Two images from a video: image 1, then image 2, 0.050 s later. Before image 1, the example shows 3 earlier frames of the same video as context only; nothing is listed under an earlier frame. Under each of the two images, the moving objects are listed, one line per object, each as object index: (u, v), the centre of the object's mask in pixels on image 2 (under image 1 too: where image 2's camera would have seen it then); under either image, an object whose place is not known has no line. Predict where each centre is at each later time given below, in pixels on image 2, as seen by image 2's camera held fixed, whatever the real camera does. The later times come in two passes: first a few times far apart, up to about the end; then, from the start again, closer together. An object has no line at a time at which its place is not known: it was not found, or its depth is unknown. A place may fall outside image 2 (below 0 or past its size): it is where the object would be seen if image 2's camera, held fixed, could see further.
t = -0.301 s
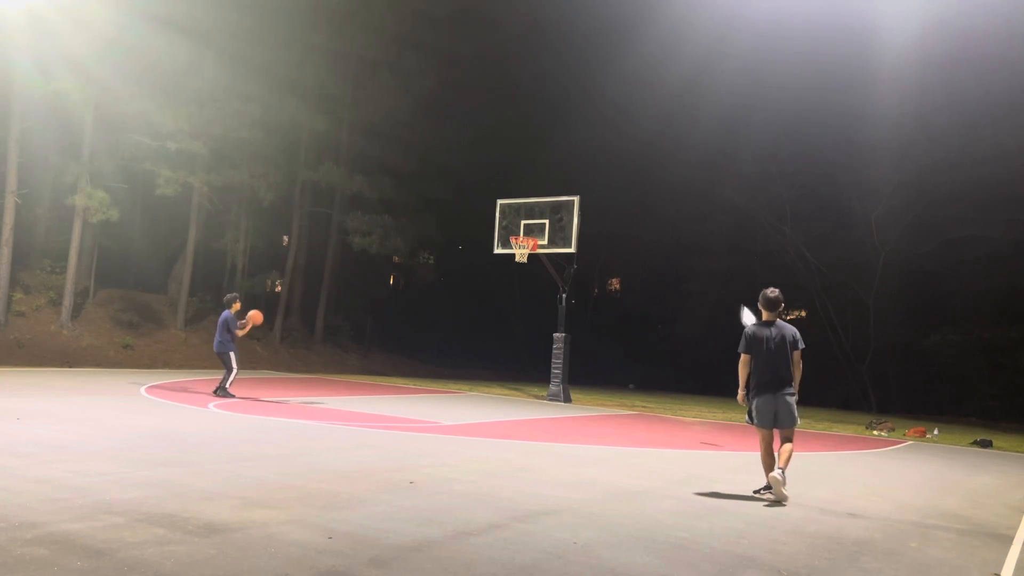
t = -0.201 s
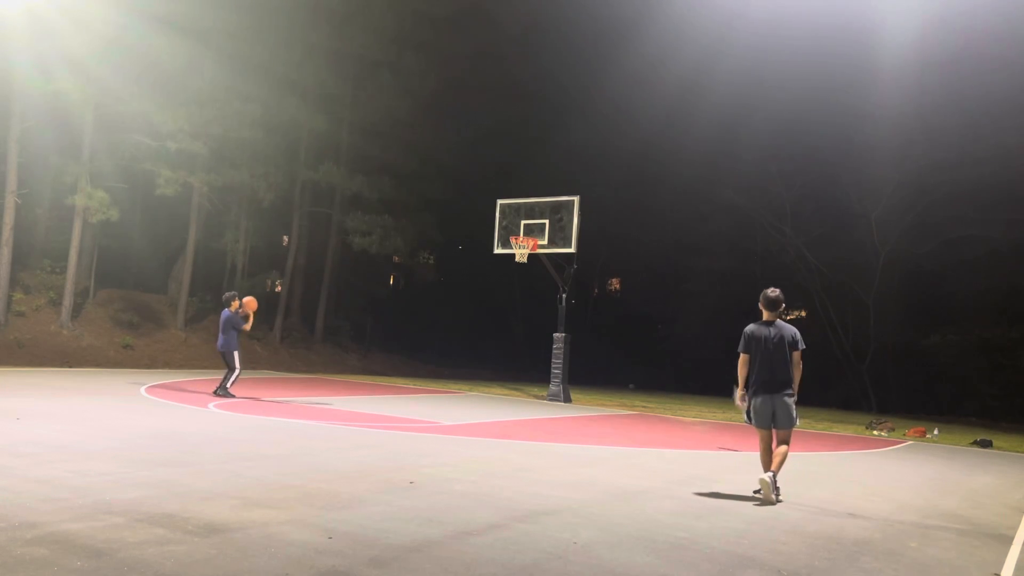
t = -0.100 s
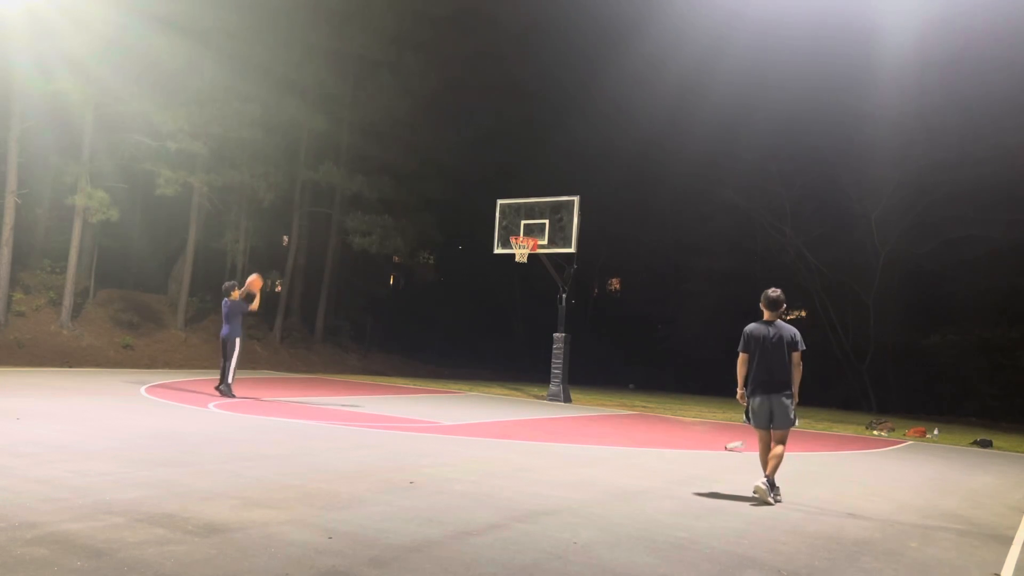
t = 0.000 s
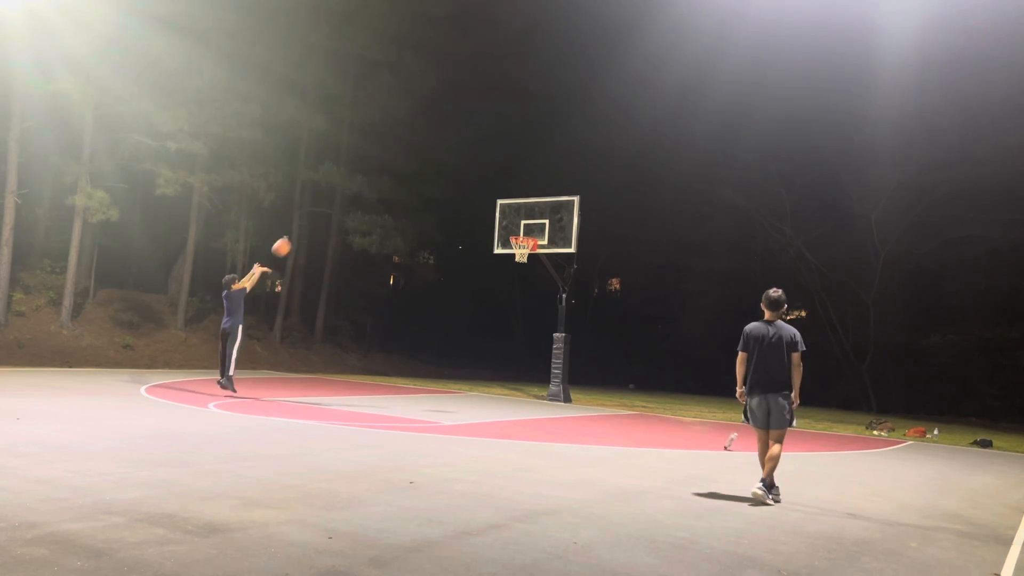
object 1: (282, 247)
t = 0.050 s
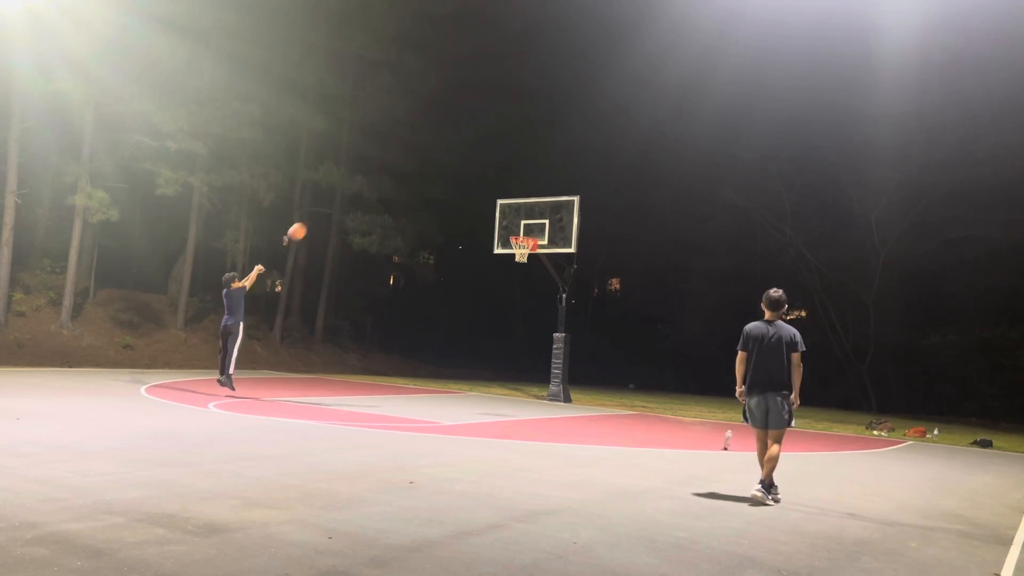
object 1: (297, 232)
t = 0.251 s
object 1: (354, 187)
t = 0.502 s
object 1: (421, 168)
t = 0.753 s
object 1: (474, 186)
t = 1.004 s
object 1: (521, 233)
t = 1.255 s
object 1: (515, 253)
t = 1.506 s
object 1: (508, 261)
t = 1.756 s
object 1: (500, 302)
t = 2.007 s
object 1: (490, 376)
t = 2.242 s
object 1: (490, 360)
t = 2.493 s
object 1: (492, 333)
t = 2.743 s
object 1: (491, 341)
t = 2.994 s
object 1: (488, 385)
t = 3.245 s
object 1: (487, 373)
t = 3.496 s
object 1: (487, 368)
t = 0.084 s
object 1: (307, 222)
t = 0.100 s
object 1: (312, 218)
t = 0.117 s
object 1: (317, 214)
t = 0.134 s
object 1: (322, 210)
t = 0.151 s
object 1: (327, 206)
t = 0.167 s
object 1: (331, 202)
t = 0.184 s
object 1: (336, 199)
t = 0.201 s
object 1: (341, 196)
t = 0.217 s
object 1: (345, 193)
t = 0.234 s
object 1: (350, 190)
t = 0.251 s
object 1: (354, 187)
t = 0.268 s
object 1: (359, 185)
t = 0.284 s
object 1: (363, 183)
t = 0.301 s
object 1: (367, 181)
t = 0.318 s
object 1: (372, 179)
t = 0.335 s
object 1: (376, 177)
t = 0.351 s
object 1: (381, 175)
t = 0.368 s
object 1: (384, 174)
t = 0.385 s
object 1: (389, 173)
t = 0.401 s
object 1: (393, 171)
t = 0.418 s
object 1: (397, 171)
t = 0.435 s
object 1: (401, 170)
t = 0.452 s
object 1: (409, 169)
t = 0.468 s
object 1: (413, 168)
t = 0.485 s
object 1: (417, 168)
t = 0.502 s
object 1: (421, 168)
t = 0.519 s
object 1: (424, 168)
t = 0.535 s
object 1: (428, 169)
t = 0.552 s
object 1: (432, 169)
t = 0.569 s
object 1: (436, 170)
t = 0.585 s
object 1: (439, 170)
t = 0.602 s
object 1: (443, 171)
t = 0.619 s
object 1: (447, 172)
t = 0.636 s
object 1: (450, 174)
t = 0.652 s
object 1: (454, 175)
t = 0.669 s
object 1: (457, 176)
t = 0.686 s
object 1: (461, 178)
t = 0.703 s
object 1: (464, 180)
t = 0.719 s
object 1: (467, 182)
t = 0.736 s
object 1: (471, 184)
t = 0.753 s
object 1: (474, 186)
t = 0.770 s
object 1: (477, 188)
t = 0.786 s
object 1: (481, 191)
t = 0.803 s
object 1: (484, 193)
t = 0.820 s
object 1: (487, 196)
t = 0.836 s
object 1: (490, 199)
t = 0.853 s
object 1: (493, 202)
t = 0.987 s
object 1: (518, 229)
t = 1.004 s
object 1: (521, 233)
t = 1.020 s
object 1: (523, 234)
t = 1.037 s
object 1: (526, 235)
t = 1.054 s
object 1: (527, 237)
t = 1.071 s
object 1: (526, 239)
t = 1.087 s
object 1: (523, 240)
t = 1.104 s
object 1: (524, 241)
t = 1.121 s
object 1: (523, 241)
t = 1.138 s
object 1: (526, 243)
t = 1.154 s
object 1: (522, 243)
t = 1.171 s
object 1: (523, 242)
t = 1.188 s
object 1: (522, 242)
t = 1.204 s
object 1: (517, 254)
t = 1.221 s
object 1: (517, 254)
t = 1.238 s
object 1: (515, 255)
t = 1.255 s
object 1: (515, 253)
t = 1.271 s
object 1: (514, 253)
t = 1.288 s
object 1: (513, 252)
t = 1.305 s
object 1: (512, 254)
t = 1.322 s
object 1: (512, 254)
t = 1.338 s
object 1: (511, 254)
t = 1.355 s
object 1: (511, 253)
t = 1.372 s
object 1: (510, 255)
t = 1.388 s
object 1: (510, 255)
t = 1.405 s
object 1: (509, 256)
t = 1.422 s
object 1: (509, 256)
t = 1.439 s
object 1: (509, 257)
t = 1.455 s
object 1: (509, 257)
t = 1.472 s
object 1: (509, 258)
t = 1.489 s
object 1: (508, 259)
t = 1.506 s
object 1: (508, 261)
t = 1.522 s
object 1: (507, 262)
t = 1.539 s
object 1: (507, 264)
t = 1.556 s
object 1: (506, 266)
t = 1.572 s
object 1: (506, 268)
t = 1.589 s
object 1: (505, 271)
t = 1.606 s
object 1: (505, 273)
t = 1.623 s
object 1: (504, 276)
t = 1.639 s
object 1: (504, 278)
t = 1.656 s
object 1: (503, 281)
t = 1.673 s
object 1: (503, 284)
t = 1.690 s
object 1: (502, 287)
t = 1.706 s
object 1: (502, 291)
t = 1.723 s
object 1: (501, 294)
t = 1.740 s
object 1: (501, 298)
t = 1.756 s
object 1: (500, 302)
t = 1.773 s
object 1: (499, 305)
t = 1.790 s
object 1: (499, 309)
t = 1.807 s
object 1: (498, 314)
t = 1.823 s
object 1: (497, 318)
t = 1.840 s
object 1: (497, 322)
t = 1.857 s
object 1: (496, 327)
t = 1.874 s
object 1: (496, 332)
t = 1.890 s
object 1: (495, 337)
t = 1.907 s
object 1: (494, 342)
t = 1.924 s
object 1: (493, 347)
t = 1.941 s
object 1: (493, 353)
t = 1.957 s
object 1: (492, 358)
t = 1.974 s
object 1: (491, 364)
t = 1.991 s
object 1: (491, 370)
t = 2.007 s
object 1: (490, 376)
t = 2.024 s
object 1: (489, 381)
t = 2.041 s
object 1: (488, 388)
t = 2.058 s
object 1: (487, 396)
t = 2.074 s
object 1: (487, 396)
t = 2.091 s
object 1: (488, 392)
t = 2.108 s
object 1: (488, 387)
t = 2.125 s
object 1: (488, 383)
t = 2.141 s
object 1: (488, 379)
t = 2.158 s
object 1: (489, 375)
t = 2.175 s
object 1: (489, 372)
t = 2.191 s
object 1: (489, 369)
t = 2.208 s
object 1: (489, 366)
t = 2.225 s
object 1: (490, 363)
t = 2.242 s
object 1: (490, 360)
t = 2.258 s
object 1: (490, 357)
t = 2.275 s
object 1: (490, 354)
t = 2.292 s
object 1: (490, 352)
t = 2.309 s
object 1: (491, 349)
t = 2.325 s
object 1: (491, 347)
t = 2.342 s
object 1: (491, 345)
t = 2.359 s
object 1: (491, 343)
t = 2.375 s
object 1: (491, 341)
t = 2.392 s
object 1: (491, 340)
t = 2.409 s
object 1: (491, 338)
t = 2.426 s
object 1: (491, 337)
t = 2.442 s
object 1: (491, 336)
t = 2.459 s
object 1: (492, 335)
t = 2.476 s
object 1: (492, 334)
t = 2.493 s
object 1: (492, 333)
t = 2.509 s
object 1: (492, 333)
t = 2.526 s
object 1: (492, 332)
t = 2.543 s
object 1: (492, 332)
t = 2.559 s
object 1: (492, 332)
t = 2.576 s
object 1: (492, 332)
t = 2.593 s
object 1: (492, 333)
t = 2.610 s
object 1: (492, 333)
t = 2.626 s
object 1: (492, 333)
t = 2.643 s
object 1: (491, 334)
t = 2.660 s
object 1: (491, 335)
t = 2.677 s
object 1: (491, 336)
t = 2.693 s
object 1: (491, 337)
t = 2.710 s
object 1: (491, 338)
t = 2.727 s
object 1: (491, 340)
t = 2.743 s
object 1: (491, 341)
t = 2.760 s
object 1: (491, 343)
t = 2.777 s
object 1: (491, 345)
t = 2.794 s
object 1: (490, 347)
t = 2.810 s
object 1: (490, 350)
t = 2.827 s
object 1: (490, 352)
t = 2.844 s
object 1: (490, 355)
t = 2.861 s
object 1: (490, 357)
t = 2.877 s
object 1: (489, 360)
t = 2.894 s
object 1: (489, 363)
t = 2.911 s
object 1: (489, 367)
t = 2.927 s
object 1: (489, 370)
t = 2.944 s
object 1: (488, 373)
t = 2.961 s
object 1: (488, 377)
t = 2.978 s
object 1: (488, 381)
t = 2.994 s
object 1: (488, 385)
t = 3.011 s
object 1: (488, 389)
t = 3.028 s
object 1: (487, 394)
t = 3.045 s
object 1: (486, 398)
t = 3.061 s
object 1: (487, 398)
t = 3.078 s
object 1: (487, 396)
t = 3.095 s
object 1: (486, 393)
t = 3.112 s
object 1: (487, 390)
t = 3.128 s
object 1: (487, 387)
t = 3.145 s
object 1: (487, 384)
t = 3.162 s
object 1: (487, 382)
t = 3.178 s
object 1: (487, 380)
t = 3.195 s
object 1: (487, 377)
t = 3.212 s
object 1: (487, 376)
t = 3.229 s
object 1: (487, 374)
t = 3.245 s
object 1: (487, 373)
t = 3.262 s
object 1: (488, 371)
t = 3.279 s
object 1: (487, 370)
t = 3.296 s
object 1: (488, 369)
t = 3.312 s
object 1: (488, 368)
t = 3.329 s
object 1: (487, 367)
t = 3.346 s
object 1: (487, 366)
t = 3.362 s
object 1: (488, 366)
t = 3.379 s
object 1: (487, 366)
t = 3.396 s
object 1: (487, 365)
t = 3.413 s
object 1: (487, 365)
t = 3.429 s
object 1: (487, 366)
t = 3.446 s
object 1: (487, 366)
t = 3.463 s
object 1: (487, 367)
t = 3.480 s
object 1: (487, 367)
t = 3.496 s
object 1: (487, 368)
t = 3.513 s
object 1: (487, 369)
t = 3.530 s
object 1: (486, 370)
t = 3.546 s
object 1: (486, 371)
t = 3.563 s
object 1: (486, 373)
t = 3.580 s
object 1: (486, 375)
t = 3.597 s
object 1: (486, 376)
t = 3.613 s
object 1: (485, 378)
